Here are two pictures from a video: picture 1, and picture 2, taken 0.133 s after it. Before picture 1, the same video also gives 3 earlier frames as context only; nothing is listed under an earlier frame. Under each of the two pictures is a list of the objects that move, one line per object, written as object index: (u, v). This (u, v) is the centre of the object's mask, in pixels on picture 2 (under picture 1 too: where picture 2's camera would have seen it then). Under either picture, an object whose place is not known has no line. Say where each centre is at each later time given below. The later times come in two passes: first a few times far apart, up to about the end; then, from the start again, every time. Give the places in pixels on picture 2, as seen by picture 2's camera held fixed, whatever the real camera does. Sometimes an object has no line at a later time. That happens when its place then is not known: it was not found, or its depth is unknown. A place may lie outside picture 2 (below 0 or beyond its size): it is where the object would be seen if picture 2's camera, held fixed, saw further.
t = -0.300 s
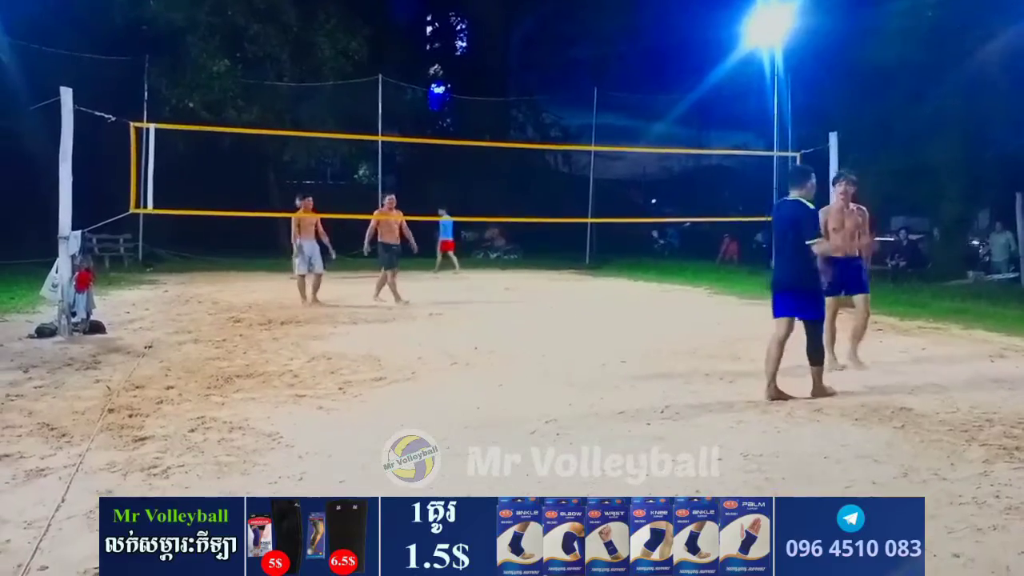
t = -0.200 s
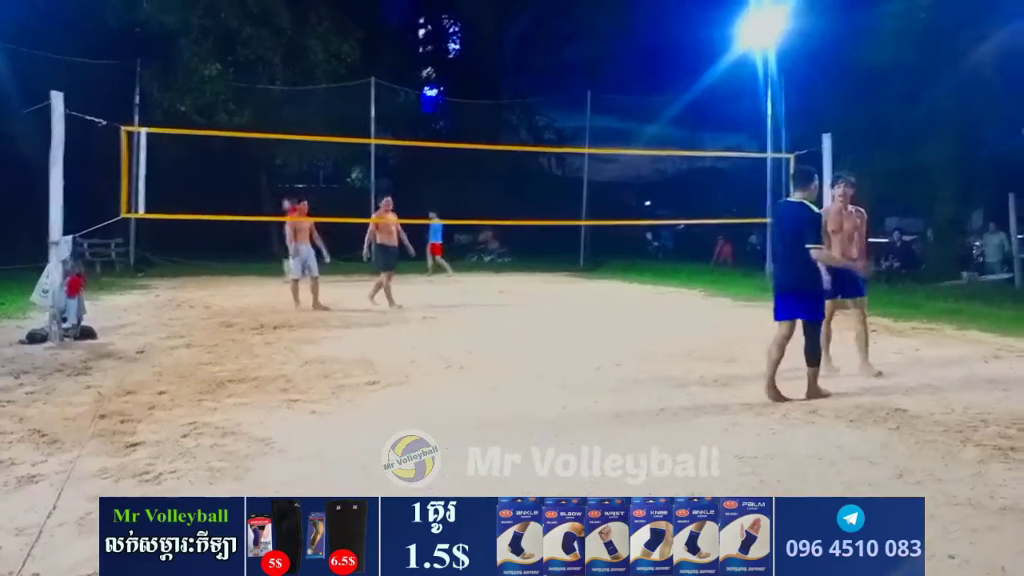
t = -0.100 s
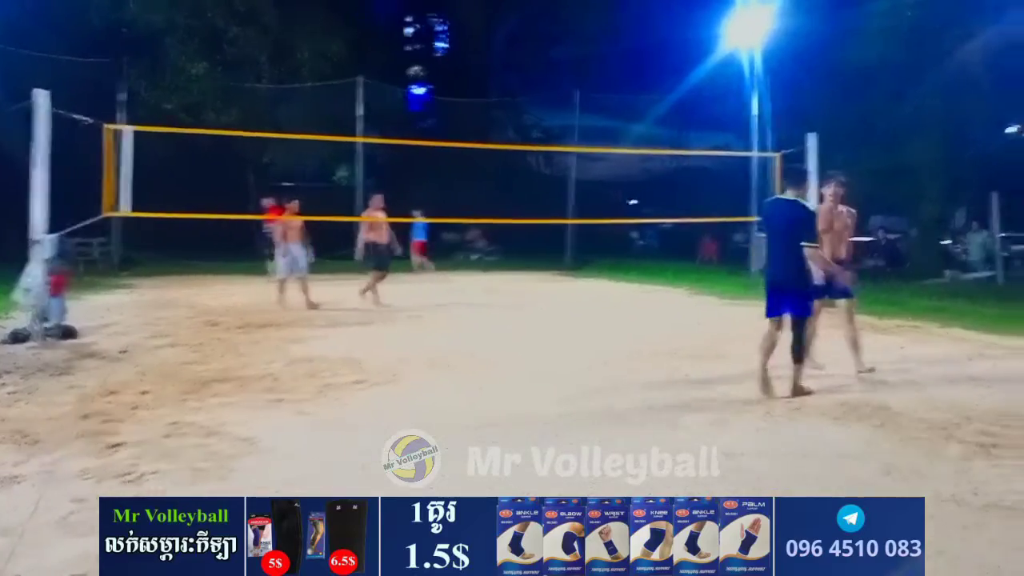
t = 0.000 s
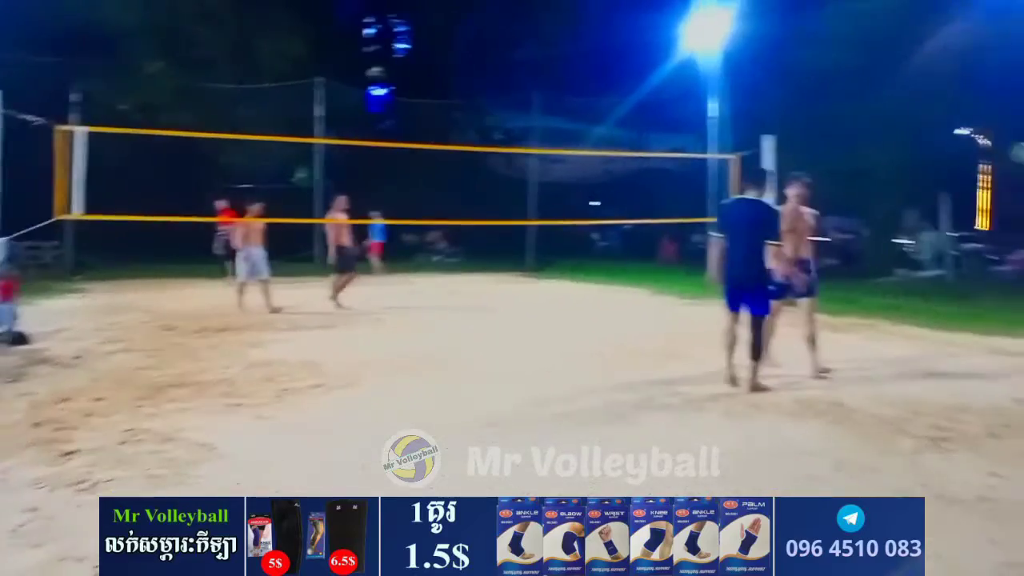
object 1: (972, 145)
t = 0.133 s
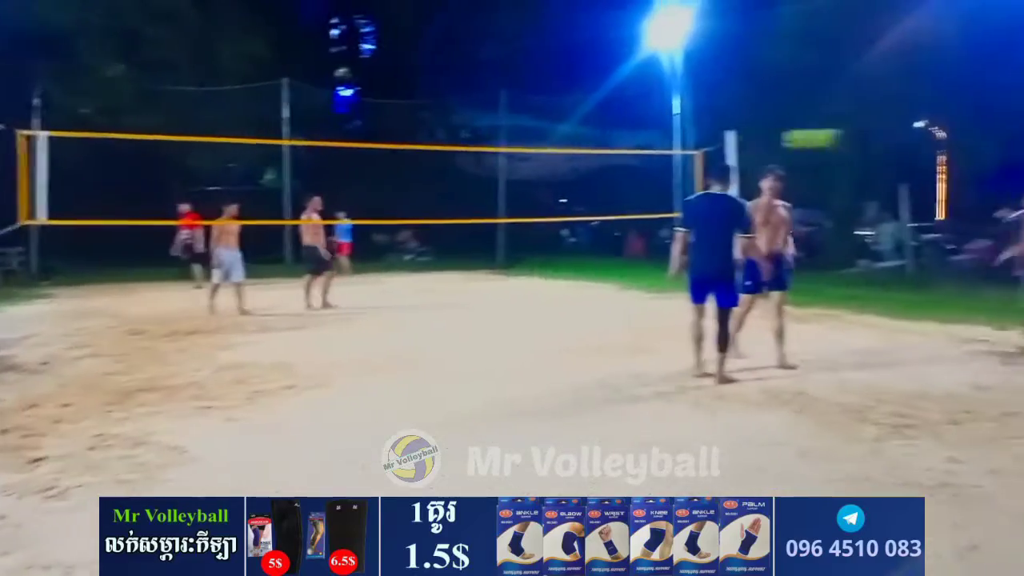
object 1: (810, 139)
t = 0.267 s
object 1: (658, 151)
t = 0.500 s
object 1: (472, 201)
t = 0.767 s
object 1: (451, 192)
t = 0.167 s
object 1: (770, 140)
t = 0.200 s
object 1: (732, 141)
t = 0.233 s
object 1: (696, 146)
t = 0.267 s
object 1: (658, 151)
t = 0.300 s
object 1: (627, 157)
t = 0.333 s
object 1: (595, 164)
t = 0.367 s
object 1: (568, 171)
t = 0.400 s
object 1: (539, 179)
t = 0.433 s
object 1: (514, 187)
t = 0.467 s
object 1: (489, 196)
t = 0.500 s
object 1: (472, 201)
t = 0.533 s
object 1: (467, 200)
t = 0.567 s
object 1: (463, 199)
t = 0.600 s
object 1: (460, 197)
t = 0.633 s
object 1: (457, 195)
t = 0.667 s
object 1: (455, 193)
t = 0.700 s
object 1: (453, 192)
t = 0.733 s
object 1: (452, 192)
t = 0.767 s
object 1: (451, 192)
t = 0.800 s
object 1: (449, 195)
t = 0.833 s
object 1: (448, 198)
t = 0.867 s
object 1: (446, 201)
